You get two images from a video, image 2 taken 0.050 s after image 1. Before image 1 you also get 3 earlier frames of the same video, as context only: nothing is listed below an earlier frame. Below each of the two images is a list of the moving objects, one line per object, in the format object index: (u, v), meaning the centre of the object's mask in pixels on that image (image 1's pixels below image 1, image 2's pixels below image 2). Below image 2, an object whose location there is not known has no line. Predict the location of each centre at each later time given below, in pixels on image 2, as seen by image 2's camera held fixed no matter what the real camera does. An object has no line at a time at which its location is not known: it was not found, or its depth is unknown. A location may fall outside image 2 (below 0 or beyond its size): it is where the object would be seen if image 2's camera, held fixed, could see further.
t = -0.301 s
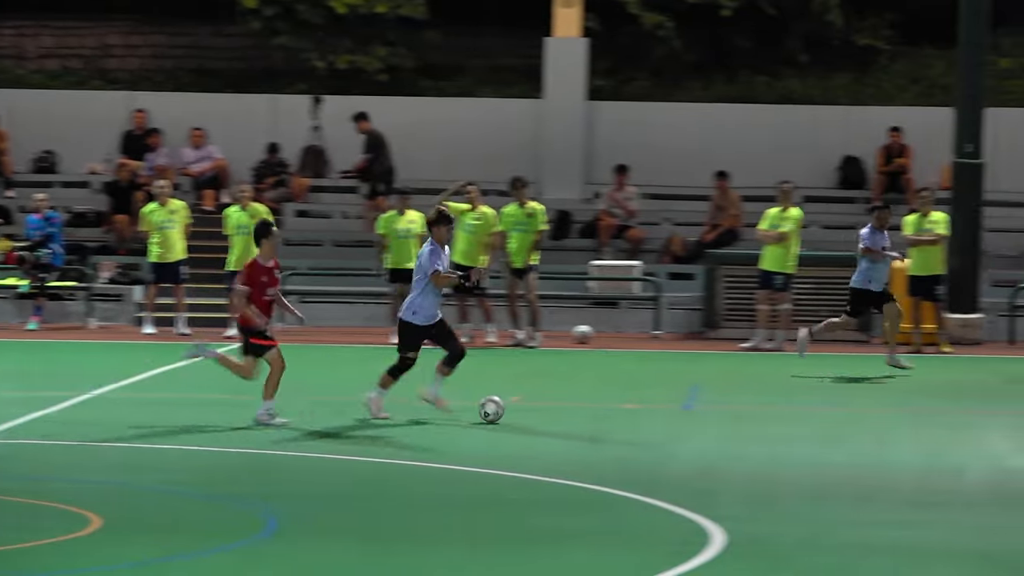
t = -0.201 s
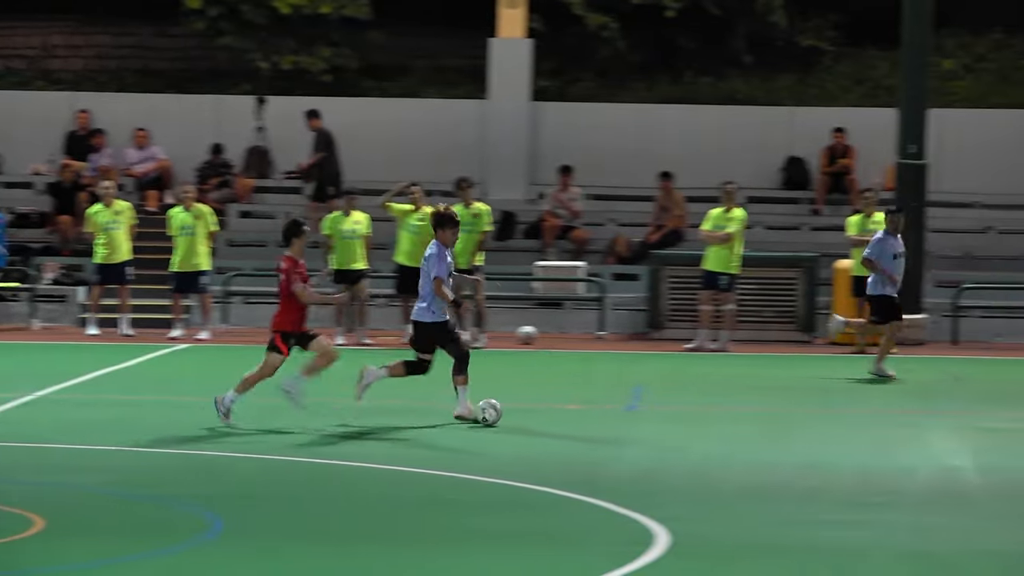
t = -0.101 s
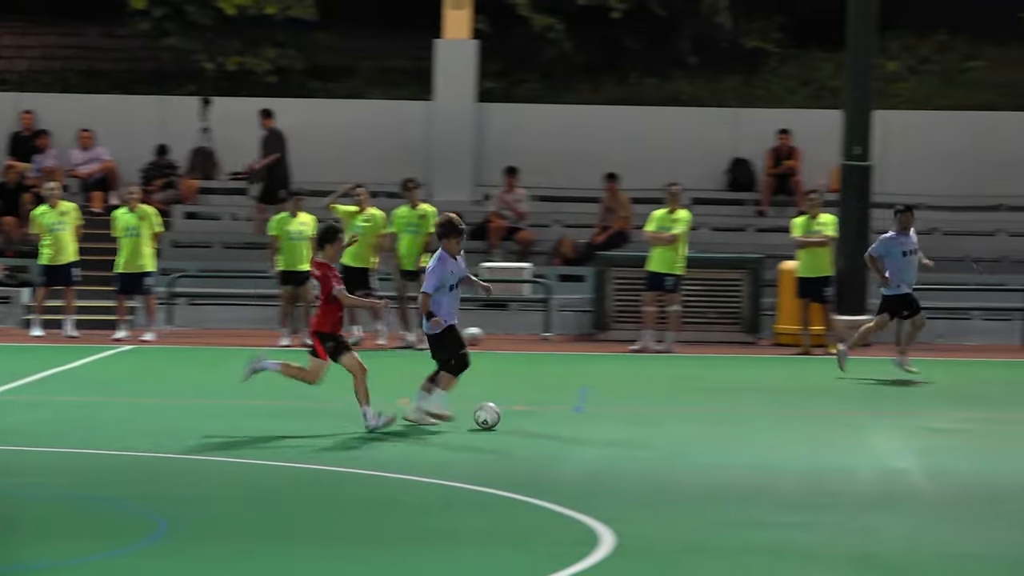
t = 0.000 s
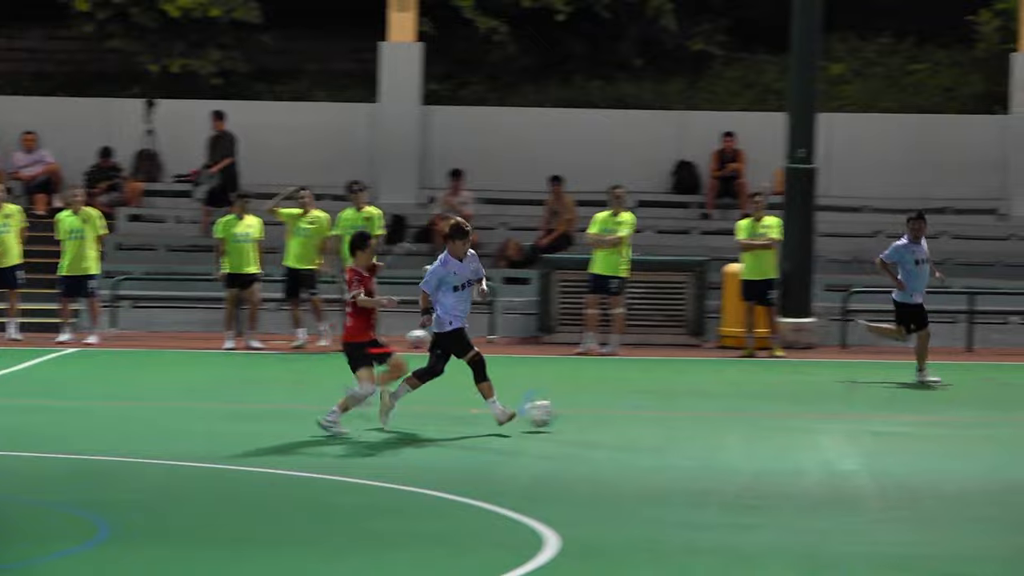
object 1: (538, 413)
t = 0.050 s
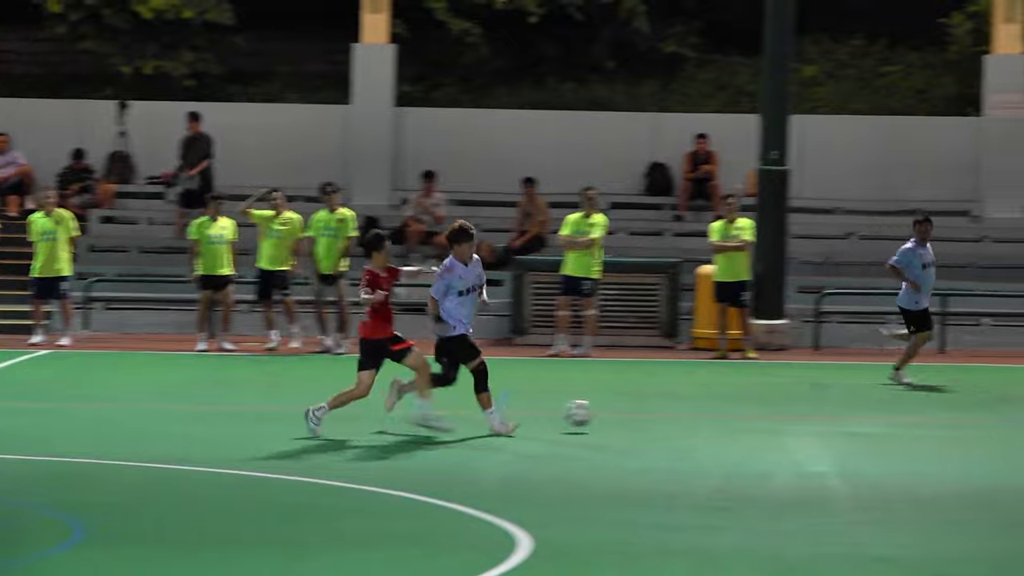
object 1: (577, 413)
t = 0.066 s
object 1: (602, 413)
